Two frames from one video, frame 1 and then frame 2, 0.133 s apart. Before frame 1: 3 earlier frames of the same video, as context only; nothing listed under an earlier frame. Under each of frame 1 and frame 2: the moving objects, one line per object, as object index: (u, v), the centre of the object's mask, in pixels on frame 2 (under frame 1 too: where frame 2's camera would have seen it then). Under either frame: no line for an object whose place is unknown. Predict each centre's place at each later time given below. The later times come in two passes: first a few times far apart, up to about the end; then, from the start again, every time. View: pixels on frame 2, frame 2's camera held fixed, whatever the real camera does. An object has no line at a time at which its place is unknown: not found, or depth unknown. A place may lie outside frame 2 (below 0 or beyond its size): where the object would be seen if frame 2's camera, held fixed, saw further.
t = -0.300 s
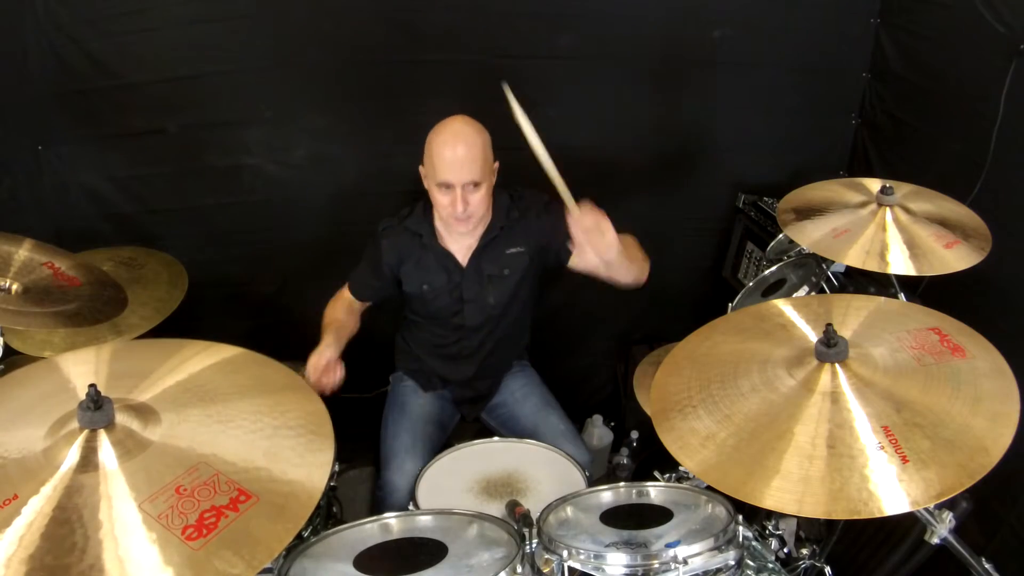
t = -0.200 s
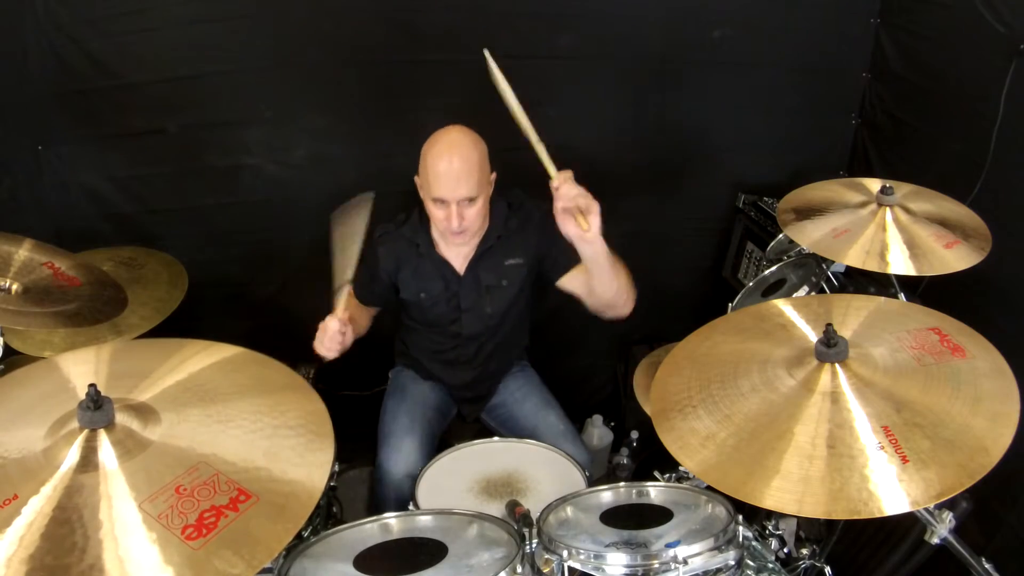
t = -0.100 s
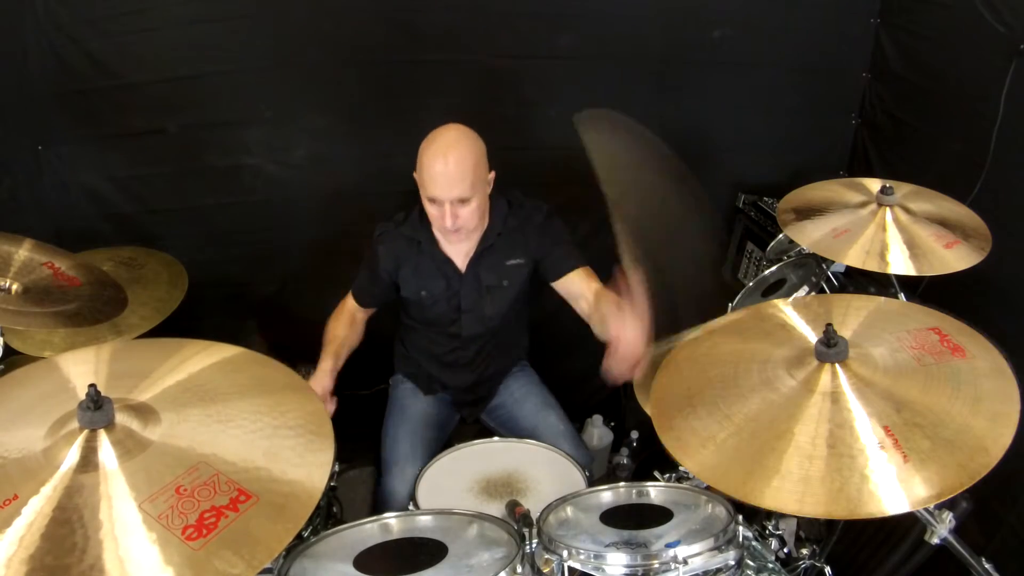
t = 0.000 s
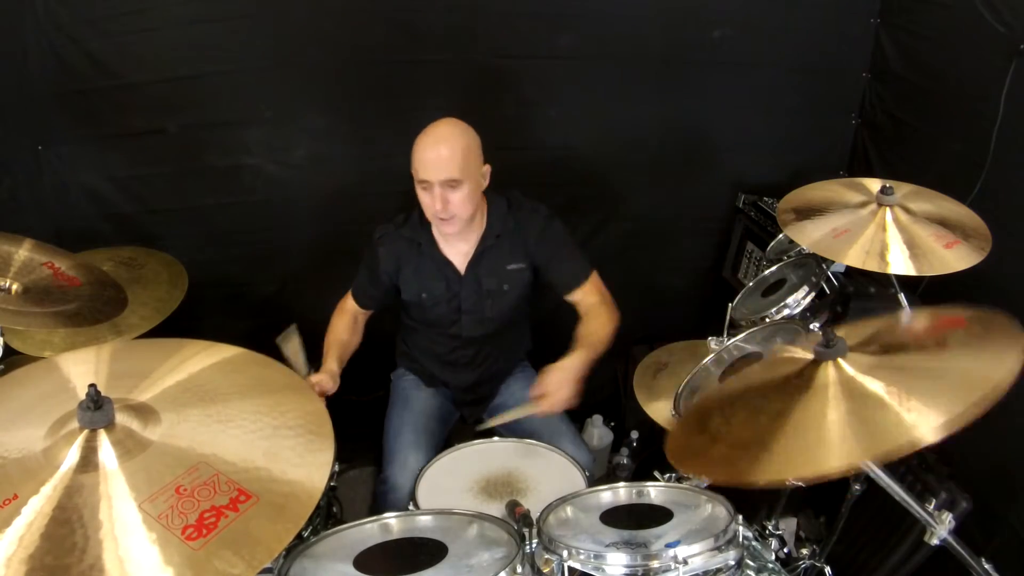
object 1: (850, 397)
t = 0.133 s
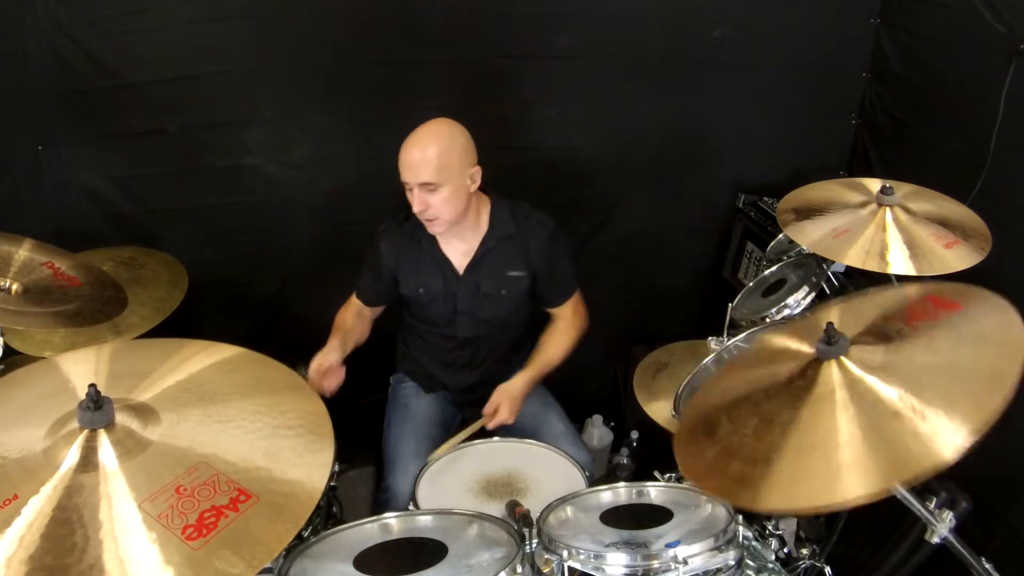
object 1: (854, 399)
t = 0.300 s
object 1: (829, 403)
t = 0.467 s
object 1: (818, 401)
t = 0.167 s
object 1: (853, 402)
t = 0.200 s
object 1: (848, 404)
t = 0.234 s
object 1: (842, 405)
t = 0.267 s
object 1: (835, 405)
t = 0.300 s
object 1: (829, 403)
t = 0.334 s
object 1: (824, 401)
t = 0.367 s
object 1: (820, 399)
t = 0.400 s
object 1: (818, 398)
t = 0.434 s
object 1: (817, 399)
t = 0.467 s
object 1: (818, 401)
